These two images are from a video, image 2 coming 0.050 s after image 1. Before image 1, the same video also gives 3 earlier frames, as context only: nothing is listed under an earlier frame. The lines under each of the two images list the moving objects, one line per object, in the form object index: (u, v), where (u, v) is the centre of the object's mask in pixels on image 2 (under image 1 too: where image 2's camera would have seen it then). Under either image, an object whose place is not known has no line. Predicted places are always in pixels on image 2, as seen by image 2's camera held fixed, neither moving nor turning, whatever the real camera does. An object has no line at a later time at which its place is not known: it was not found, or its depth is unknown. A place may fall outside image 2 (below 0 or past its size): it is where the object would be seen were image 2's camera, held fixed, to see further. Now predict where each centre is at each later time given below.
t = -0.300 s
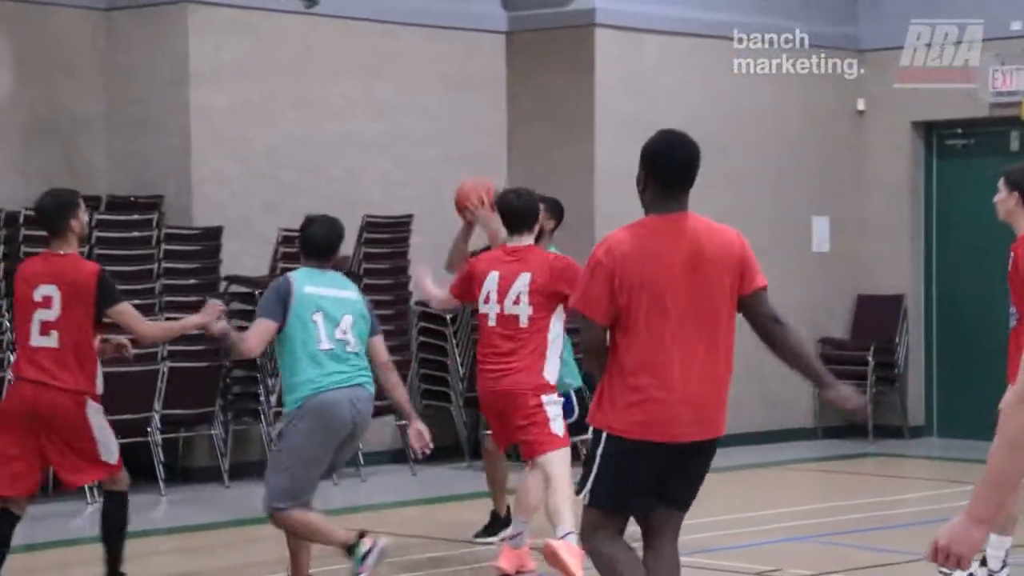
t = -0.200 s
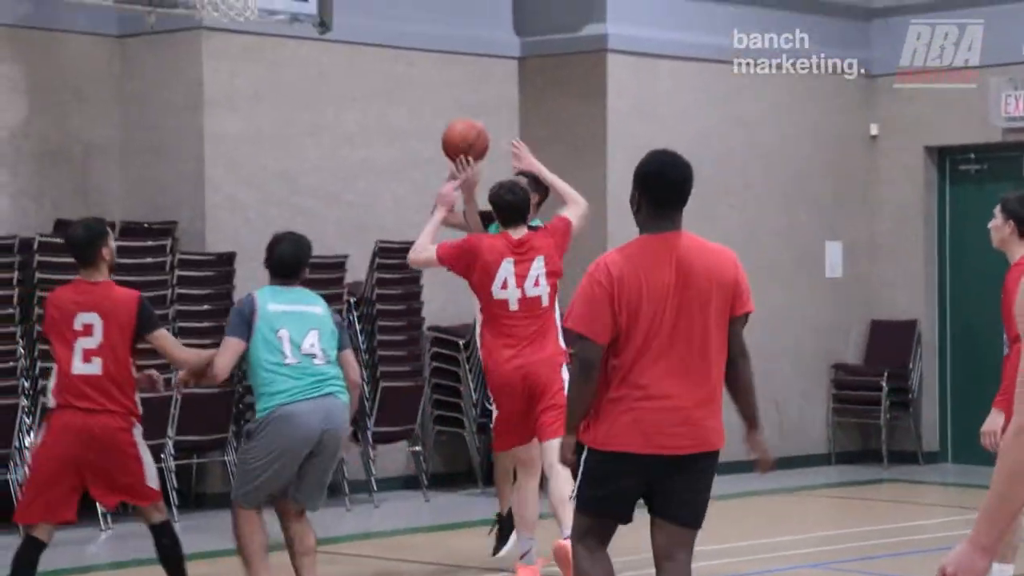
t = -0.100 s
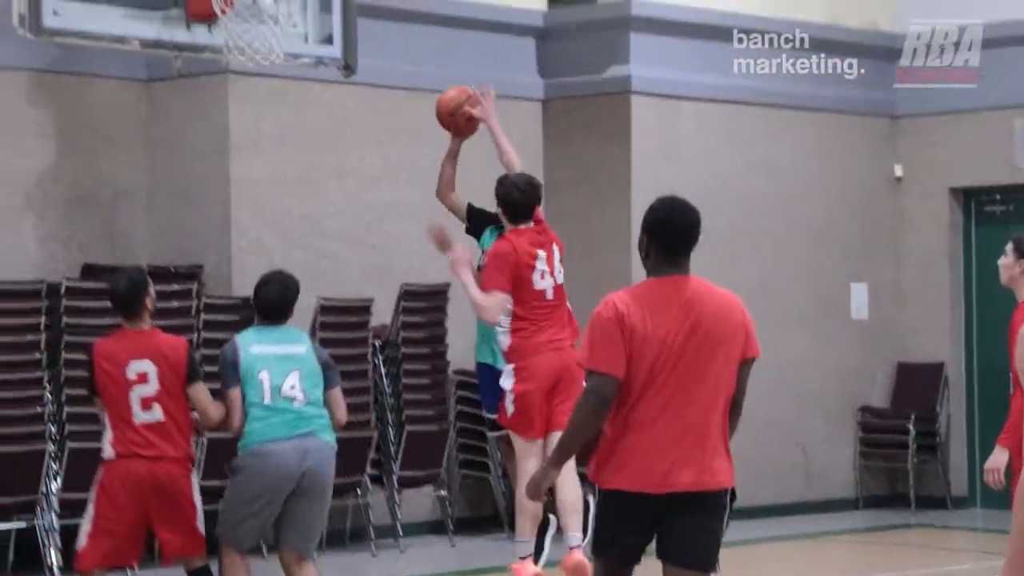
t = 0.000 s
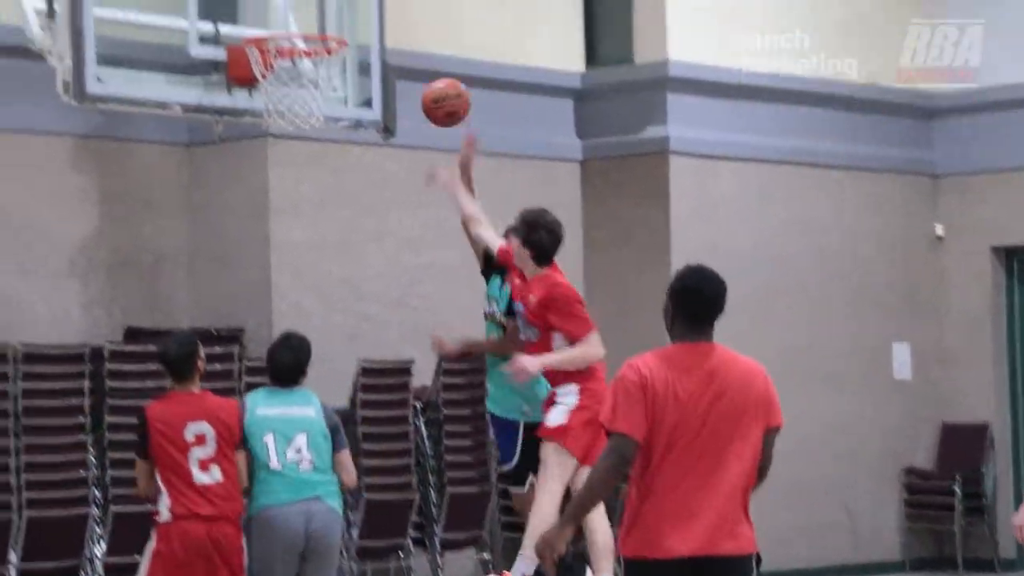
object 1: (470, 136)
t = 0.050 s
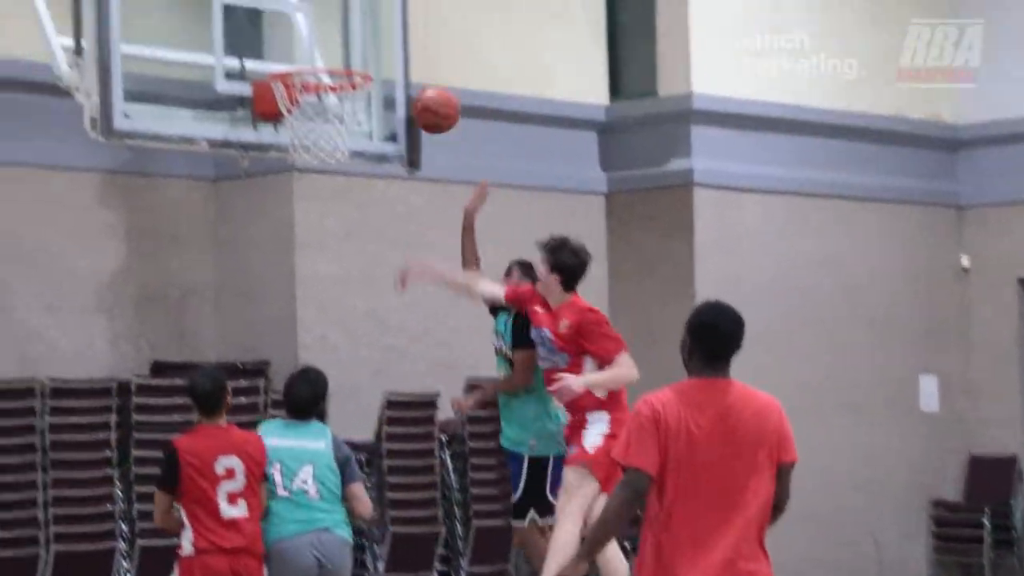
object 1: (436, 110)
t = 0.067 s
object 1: (425, 102)
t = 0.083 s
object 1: (413, 94)
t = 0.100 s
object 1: (402, 88)
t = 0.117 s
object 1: (400, 85)
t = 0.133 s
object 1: (401, 83)
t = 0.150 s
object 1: (401, 81)
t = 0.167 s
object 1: (402, 80)
